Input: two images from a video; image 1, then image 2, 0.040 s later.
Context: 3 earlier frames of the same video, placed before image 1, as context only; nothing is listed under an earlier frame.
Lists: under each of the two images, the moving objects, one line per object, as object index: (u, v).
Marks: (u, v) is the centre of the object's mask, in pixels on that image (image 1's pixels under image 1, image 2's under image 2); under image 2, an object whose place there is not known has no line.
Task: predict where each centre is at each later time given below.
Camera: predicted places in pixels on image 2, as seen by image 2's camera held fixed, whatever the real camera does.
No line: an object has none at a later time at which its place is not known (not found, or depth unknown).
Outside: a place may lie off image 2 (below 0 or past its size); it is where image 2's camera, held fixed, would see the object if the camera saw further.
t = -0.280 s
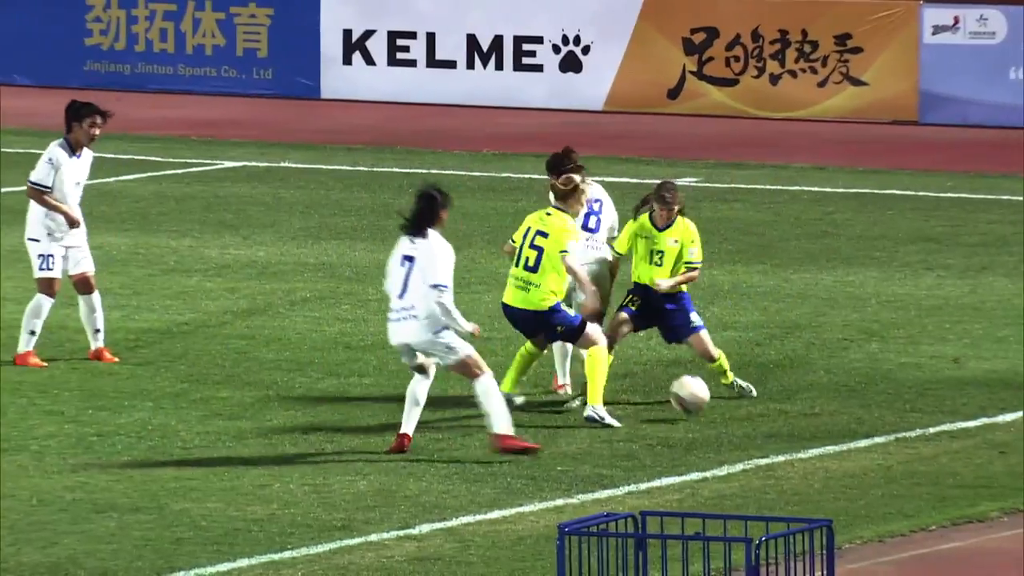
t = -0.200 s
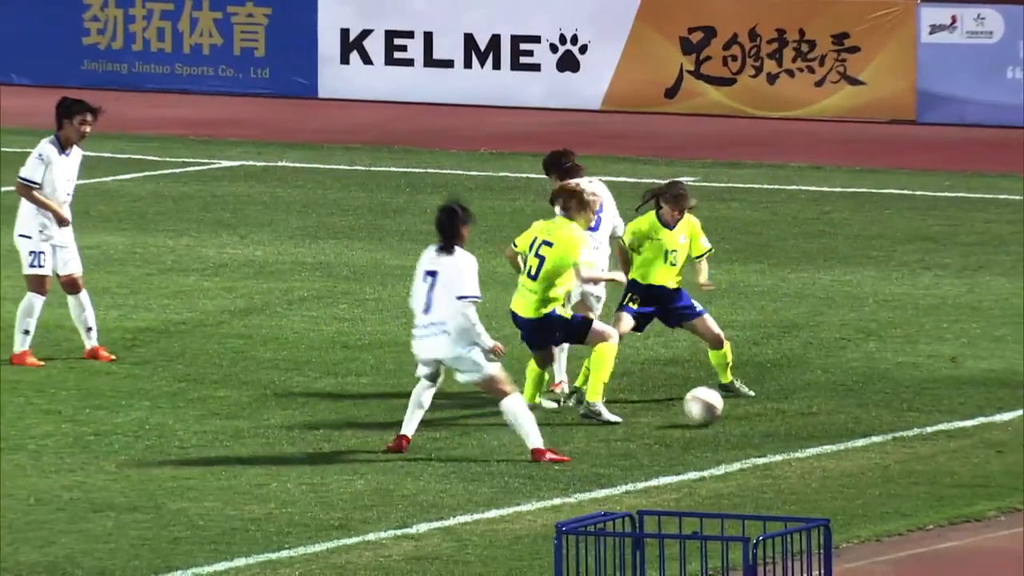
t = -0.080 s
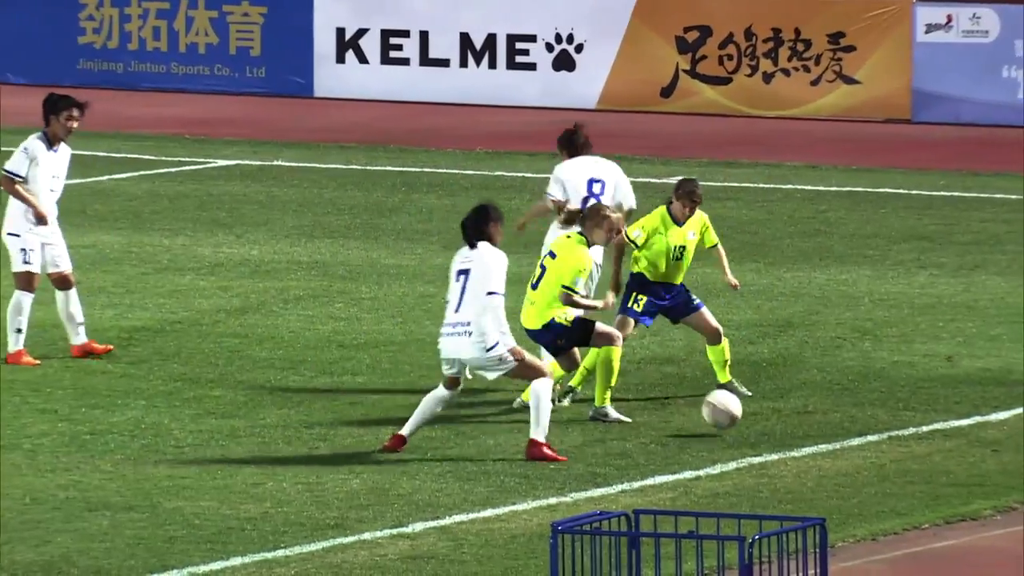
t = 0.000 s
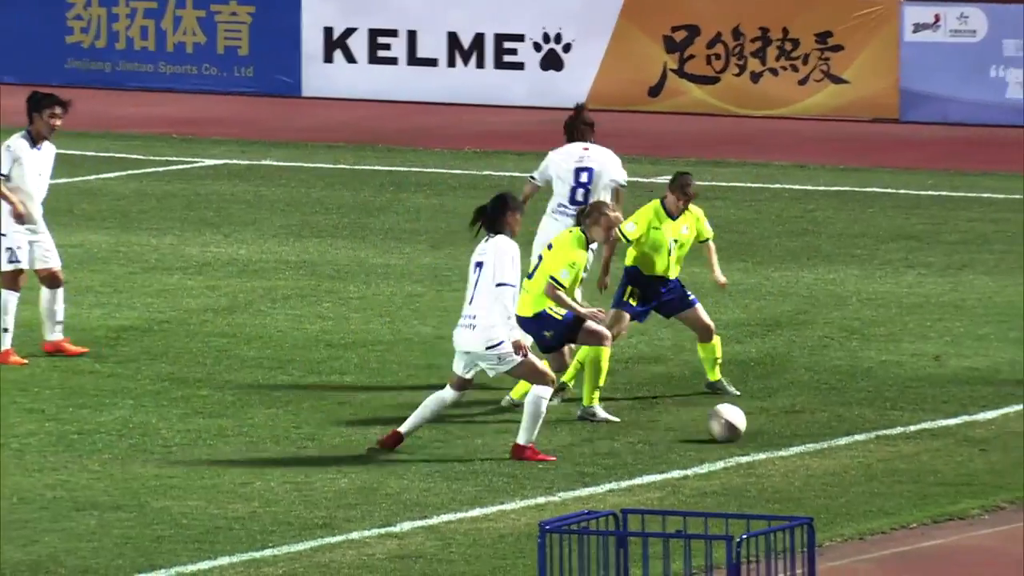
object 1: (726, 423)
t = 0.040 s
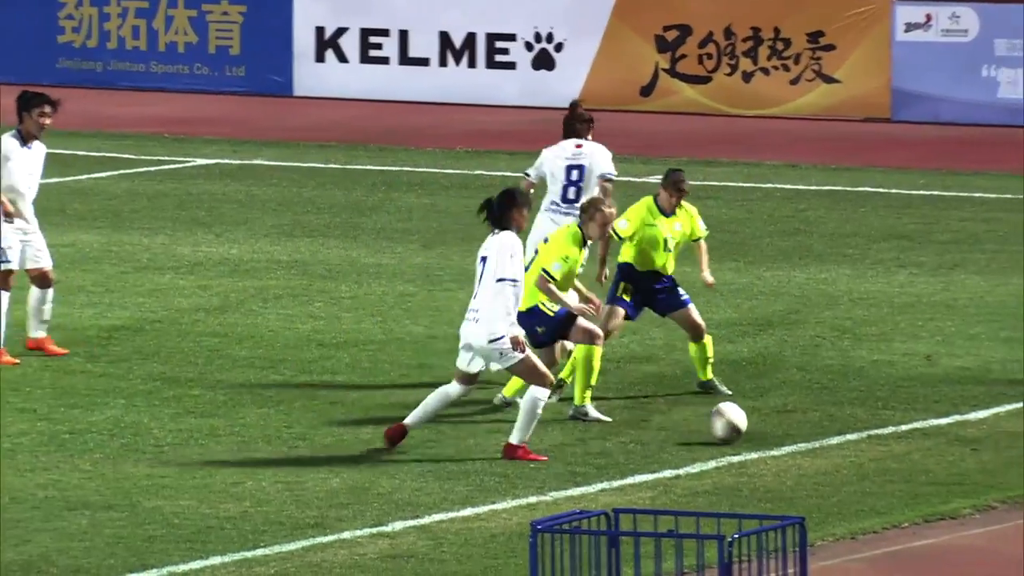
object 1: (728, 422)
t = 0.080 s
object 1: (736, 423)
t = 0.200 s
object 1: (765, 437)
